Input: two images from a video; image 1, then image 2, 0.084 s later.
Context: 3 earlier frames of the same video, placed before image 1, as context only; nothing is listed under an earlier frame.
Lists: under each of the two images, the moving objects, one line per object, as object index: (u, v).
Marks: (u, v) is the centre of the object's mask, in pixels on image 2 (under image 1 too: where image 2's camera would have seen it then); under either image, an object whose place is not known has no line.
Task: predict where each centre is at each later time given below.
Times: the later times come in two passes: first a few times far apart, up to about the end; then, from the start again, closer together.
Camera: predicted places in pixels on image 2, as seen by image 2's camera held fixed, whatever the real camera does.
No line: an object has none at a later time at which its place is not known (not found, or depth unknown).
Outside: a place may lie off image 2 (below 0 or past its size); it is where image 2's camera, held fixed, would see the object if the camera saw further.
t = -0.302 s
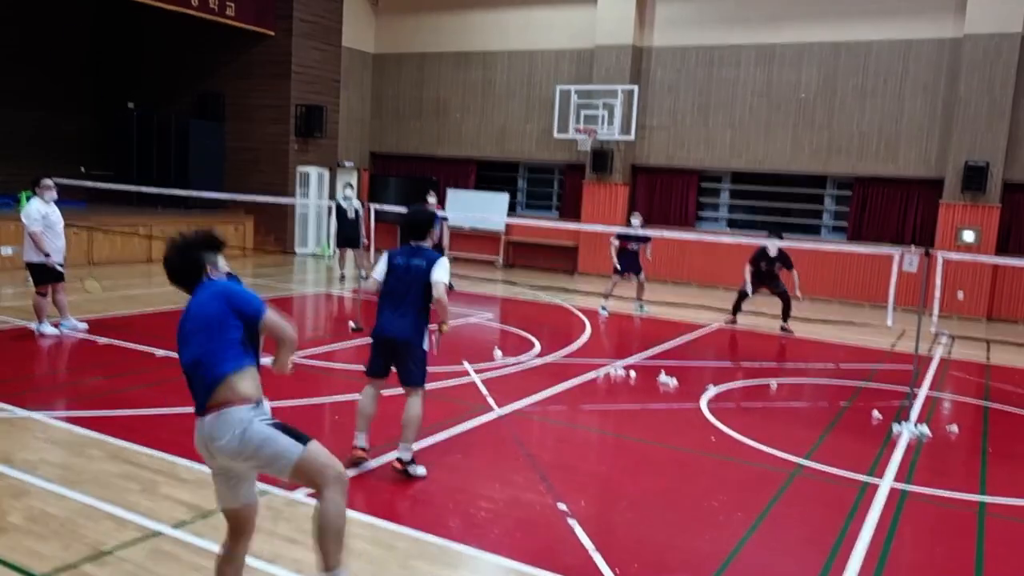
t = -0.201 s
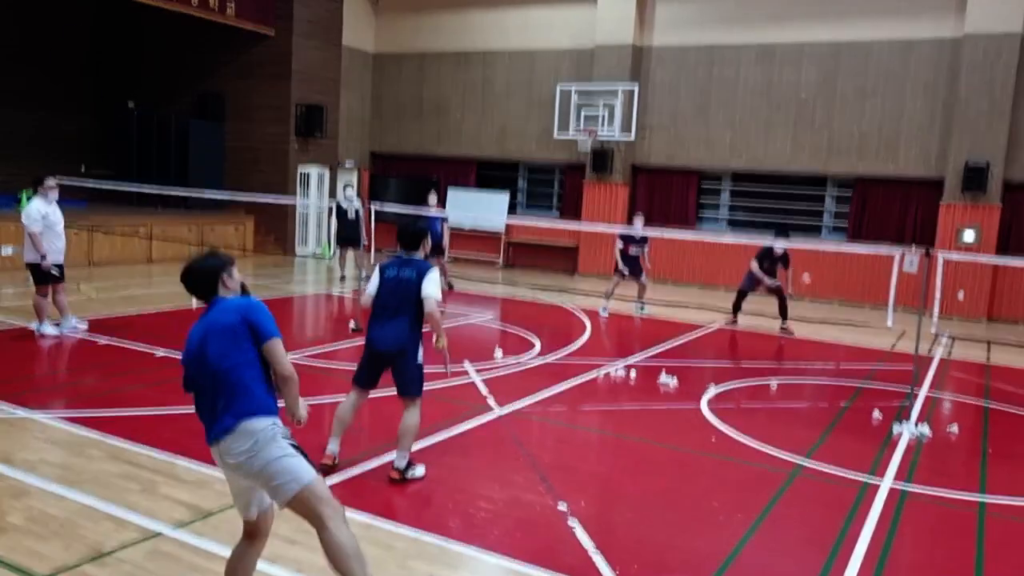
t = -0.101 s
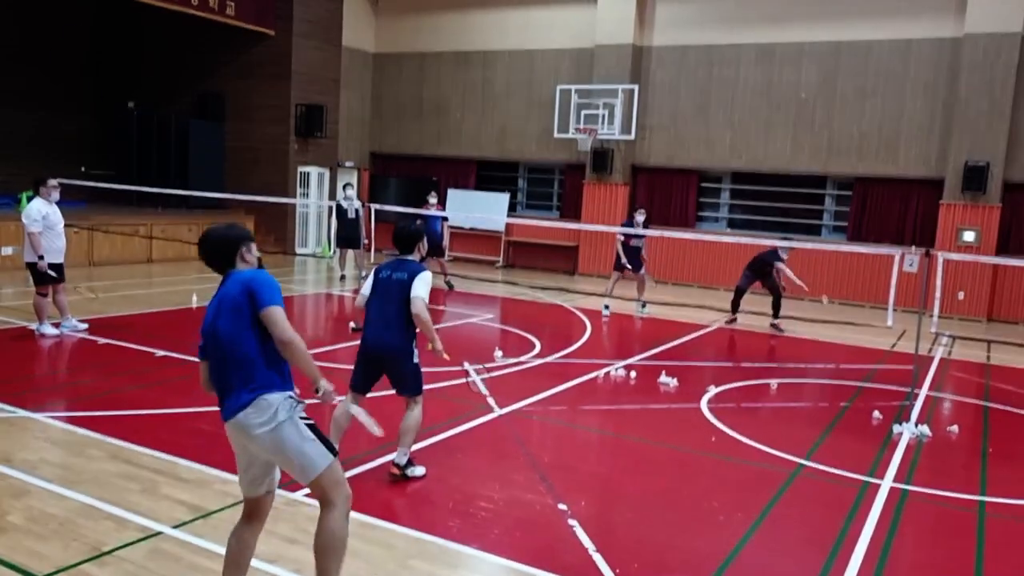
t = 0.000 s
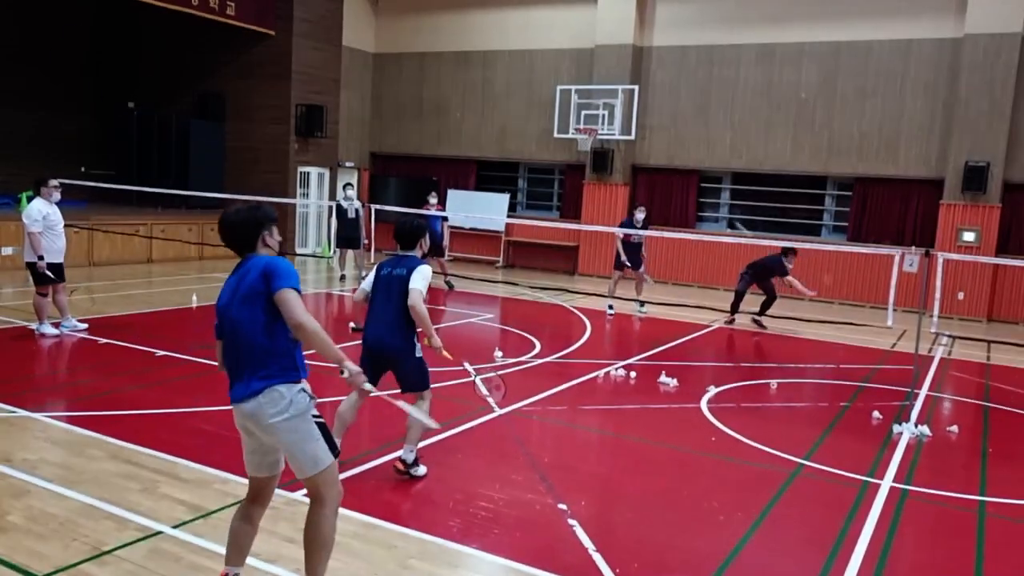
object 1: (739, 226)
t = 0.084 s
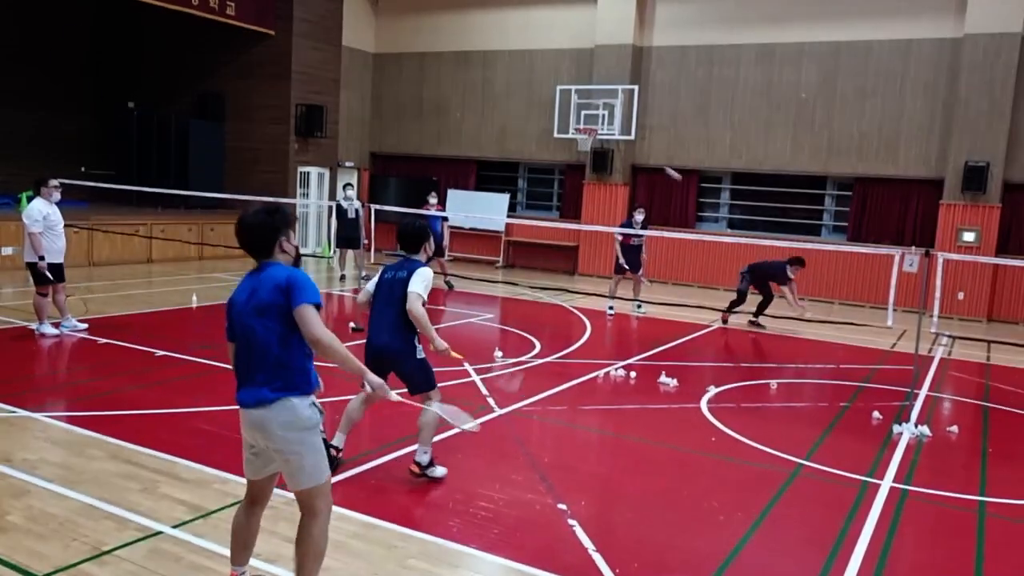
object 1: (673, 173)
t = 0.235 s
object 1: (563, 102)
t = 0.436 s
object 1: (424, 52)
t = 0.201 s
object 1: (587, 114)
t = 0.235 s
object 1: (563, 102)
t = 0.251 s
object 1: (549, 95)
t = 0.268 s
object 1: (541, 91)
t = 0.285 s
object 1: (527, 85)
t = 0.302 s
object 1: (515, 79)
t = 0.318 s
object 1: (504, 75)
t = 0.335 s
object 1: (492, 71)
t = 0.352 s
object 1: (481, 67)
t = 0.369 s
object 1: (469, 64)
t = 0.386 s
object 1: (457, 60)
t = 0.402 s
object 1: (446, 57)
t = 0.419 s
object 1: (435, 55)
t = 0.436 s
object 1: (424, 52)
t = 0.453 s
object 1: (412, 51)
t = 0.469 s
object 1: (401, 50)
